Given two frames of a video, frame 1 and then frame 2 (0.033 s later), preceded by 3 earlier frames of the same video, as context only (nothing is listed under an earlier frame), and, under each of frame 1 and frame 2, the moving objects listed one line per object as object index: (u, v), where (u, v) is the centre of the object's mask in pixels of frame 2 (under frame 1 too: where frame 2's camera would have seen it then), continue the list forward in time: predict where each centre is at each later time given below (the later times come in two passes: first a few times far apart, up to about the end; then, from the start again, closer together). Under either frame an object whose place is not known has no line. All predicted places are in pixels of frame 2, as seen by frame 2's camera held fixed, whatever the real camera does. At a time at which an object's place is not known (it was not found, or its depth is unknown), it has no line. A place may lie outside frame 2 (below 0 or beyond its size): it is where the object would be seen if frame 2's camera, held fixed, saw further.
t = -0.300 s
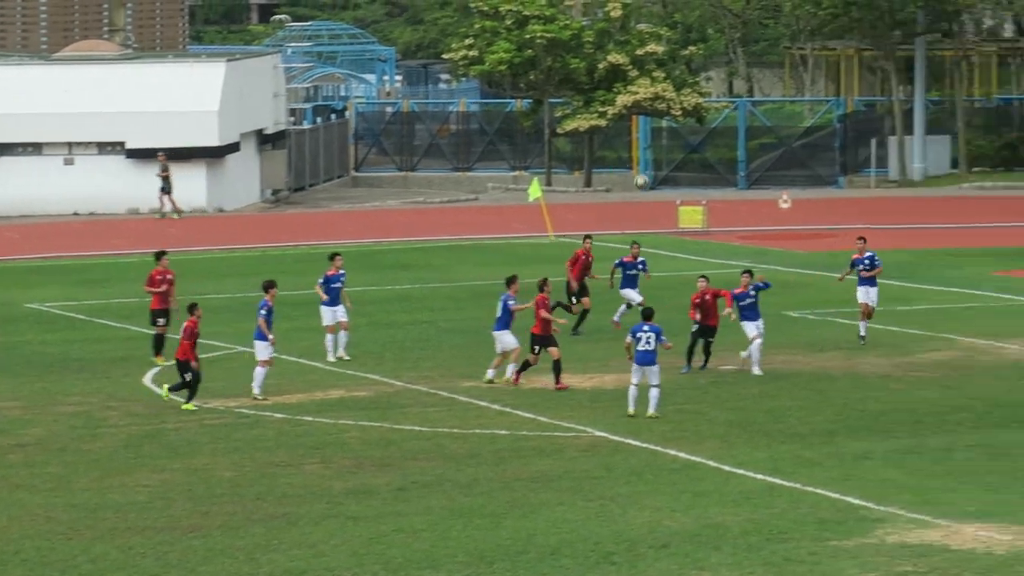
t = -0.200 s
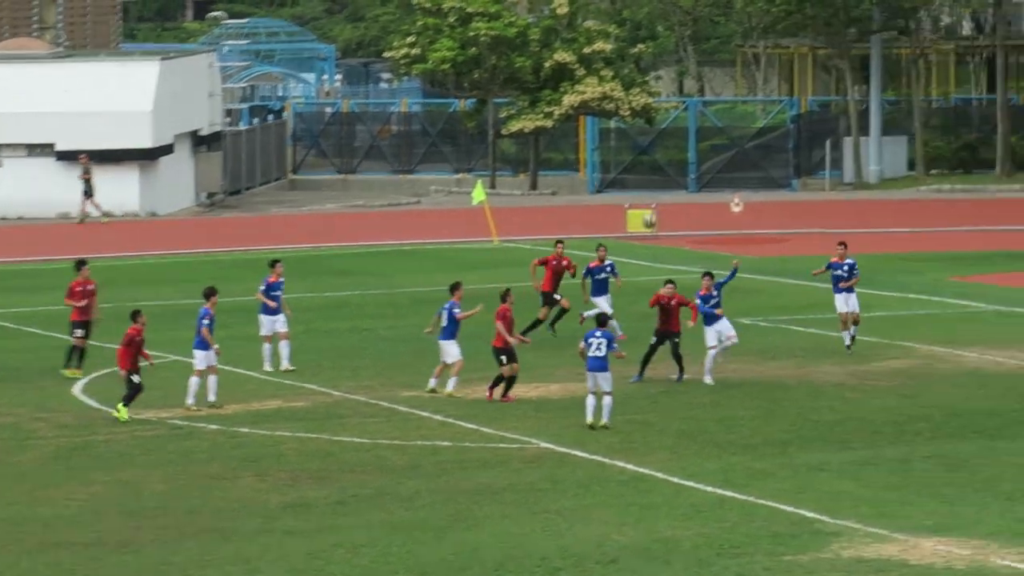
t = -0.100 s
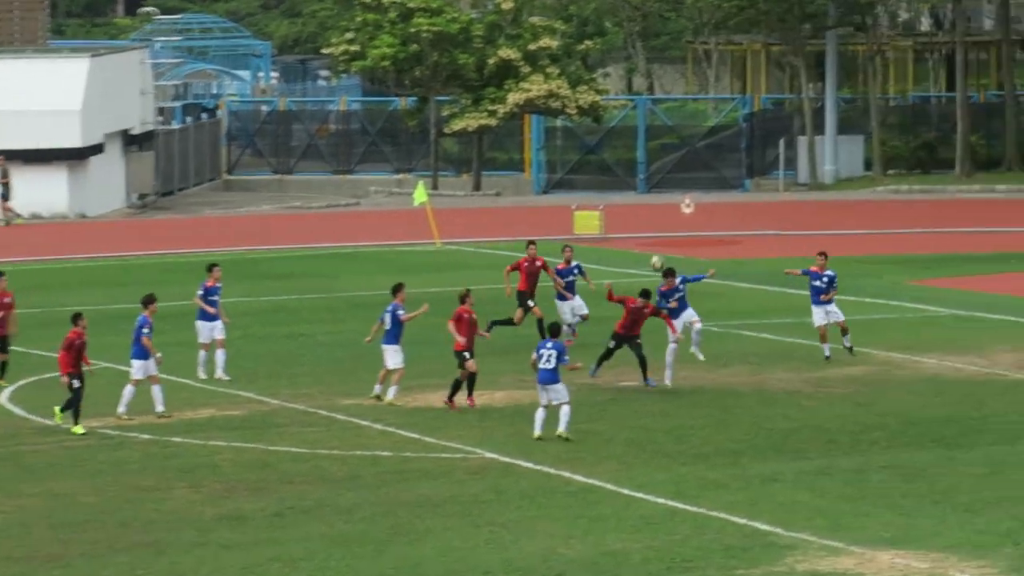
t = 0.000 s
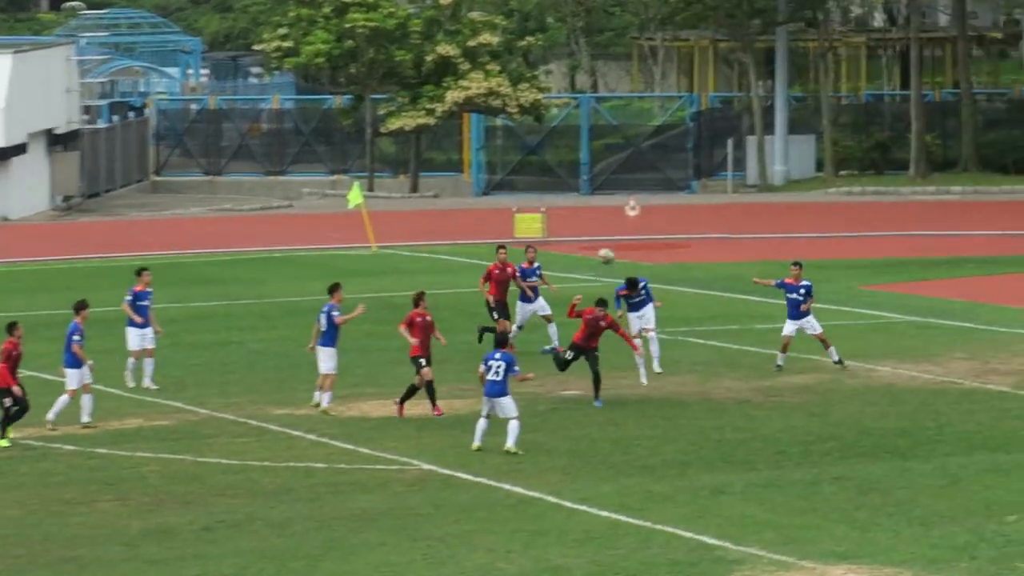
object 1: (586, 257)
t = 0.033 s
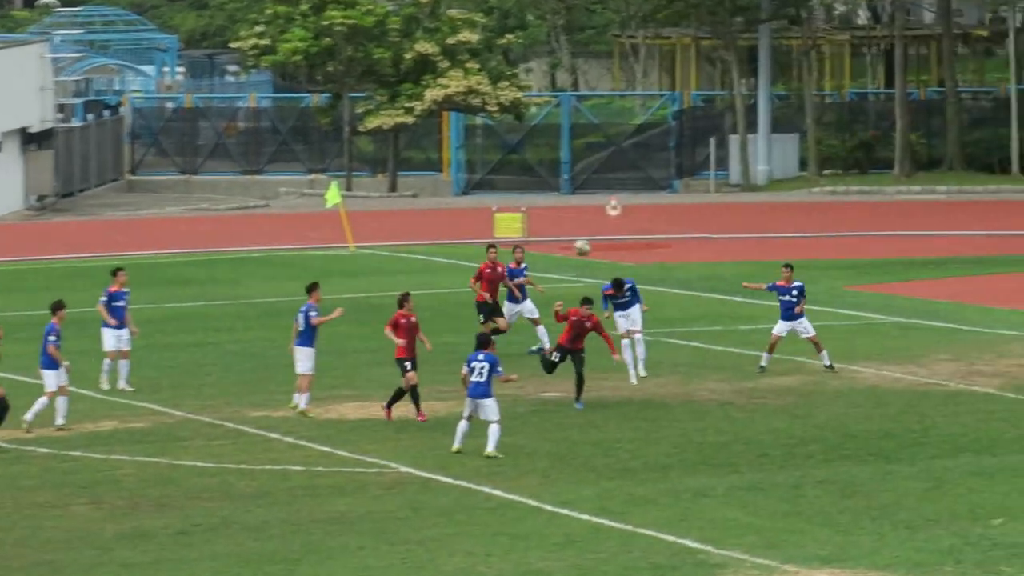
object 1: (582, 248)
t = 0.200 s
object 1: (553, 213)
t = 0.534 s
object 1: (496, 223)
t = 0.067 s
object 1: (578, 239)
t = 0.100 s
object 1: (572, 231)
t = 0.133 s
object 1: (567, 222)
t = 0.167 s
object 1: (561, 216)
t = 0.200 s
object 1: (553, 213)
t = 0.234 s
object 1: (547, 208)
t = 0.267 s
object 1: (540, 207)
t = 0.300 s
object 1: (539, 205)
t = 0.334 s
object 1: (529, 209)
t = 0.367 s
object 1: (523, 212)
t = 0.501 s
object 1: (502, 219)
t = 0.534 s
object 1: (496, 223)
